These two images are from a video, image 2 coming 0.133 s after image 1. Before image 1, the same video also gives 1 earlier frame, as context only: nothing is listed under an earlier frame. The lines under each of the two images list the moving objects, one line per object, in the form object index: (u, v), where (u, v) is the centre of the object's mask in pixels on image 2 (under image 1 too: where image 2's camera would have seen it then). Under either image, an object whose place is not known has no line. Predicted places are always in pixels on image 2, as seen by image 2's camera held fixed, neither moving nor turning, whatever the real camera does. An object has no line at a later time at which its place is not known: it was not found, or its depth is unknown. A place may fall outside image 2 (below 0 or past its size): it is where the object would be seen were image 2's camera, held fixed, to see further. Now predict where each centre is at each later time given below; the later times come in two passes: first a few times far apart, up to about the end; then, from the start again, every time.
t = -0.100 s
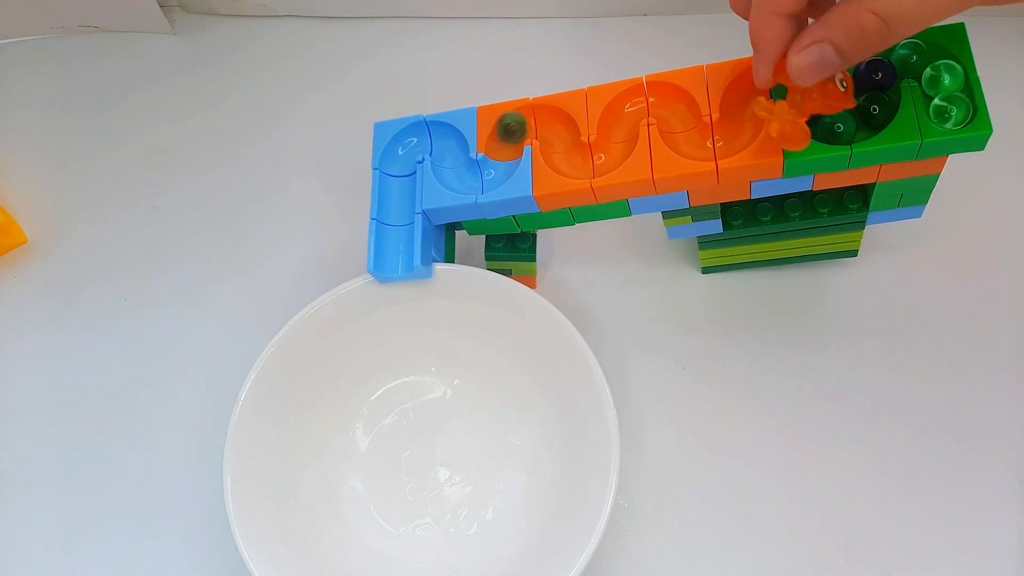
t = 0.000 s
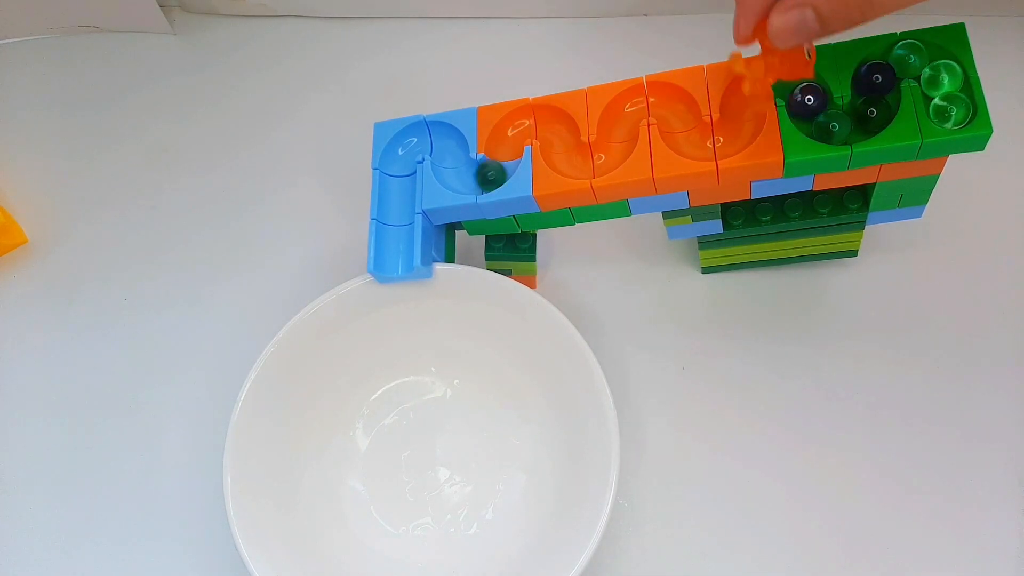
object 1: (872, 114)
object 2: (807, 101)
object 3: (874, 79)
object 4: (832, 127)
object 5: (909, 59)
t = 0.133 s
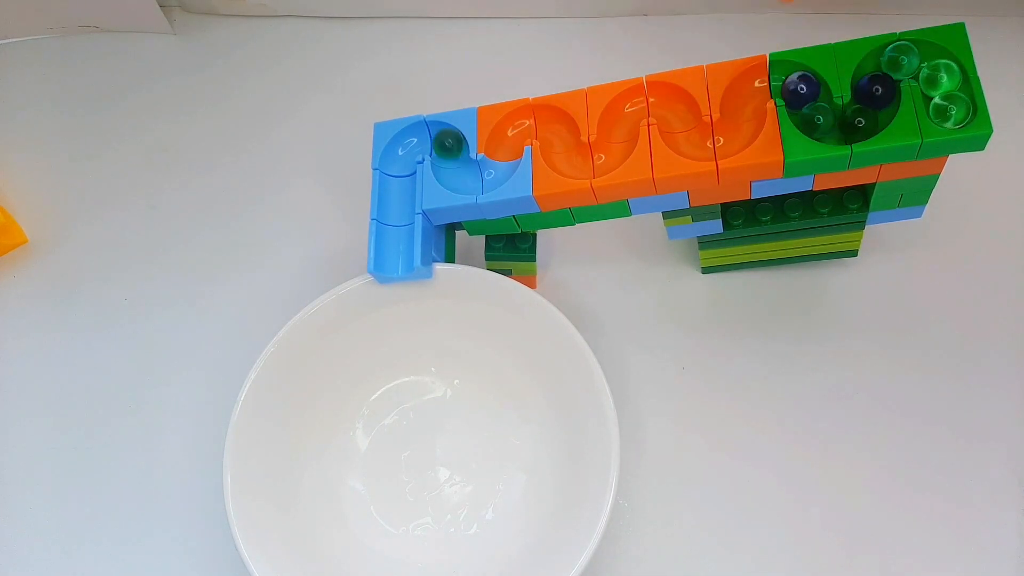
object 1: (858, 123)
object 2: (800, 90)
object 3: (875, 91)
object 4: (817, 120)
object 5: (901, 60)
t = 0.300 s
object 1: (812, 116)
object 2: (744, 100)
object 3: (854, 124)
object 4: (799, 86)
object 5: (874, 91)
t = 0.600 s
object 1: (732, 138)
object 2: (626, 110)
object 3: (753, 86)
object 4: (679, 114)
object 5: (809, 98)
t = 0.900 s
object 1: (611, 154)
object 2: (516, 125)
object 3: (637, 102)
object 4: (560, 152)
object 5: (743, 100)
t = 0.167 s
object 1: (850, 125)
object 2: (795, 85)
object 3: (875, 95)
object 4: (811, 115)
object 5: (893, 62)
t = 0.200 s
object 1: (842, 127)
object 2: (786, 82)
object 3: (875, 102)
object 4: (808, 109)
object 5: (882, 66)
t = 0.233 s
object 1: (832, 127)
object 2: (774, 80)
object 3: (872, 113)
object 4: (805, 103)
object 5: (875, 77)
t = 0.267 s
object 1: (823, 124)
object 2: (756, 85)
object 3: (865, 120)
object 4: (804, 96)
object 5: (872, 85)
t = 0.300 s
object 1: (812, 116)
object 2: (744, 100)
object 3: (854, 124)
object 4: (799, 86)
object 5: (874, 91)
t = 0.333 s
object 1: (807, 108)
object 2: (741, 116)
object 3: (841, 127)
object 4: (784, 79)
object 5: (875, 97)
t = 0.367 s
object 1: (806, 97)
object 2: (739, 132)
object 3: (829, 126)
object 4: (767, 80)
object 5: (871, 106)
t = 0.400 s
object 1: (802, 87)
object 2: (719, 142)
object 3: (817, 120)
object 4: (749, 91)
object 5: (866, 119)
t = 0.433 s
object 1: (791, 80)
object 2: (694, 143)
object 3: (809, 112)
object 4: (741, 110)
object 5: (851, 125)
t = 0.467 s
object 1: (775, 79)
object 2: (680, 129)
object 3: (805, 101)
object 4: (740, 131)
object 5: (831, 126)
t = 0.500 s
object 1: (756, 85)
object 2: (676, 112)
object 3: (804, 89)
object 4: (724, 142)
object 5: (819, 121)
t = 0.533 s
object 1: (742, 103)
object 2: (666, 101)
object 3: (792, 82)
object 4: (697, 144)
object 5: (807, 112)
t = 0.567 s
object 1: (741, 121)
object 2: (646, 101)
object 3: (774, 79)
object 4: (679, 132)
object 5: (807, 103)
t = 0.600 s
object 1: (732, 138)
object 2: (626, 110)
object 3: (753, 86)
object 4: (679, 114)
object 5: (809, 98)
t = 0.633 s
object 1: (708, 144)
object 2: (616, 130)
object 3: (741, 107)
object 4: (670, 105)
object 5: (804, 95)
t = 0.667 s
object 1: (685, 137)
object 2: (615, 149)
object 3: (740, 127)
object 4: (653, 100)
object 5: (803, 90)
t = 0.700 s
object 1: (678, 120)
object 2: (600, 160)
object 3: (728, 140)
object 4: (635, 104)
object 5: (799, 87)
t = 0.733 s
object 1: (674, 105)
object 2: (579, 164)
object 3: (703, 144)
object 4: (618, 121)
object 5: (794, 85)
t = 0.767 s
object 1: (657, 101)
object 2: (562, 154)
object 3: (683, 135)
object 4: (618, 139)
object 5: (790, 82)
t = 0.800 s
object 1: (636, 103)
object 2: (557, 136)
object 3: (677, 118)
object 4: (613, 152)
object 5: (782, 80)
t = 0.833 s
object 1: (620, 119)
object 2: (552, 125)
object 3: (673, 105)
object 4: (596, 162)
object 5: (769, 81)
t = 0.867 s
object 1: (617, 138)
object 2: (536, 123)
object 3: (657, 101)
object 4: (576, 164)
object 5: (754, 85)
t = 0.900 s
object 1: (611, 154)
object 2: (516, 125)
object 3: (637, 102)
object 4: (560, 152)
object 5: (743, 100)
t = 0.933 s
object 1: (592, 163)
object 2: (504, 145)
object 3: (620, 118)
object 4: (558, 135)
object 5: (740, 115)
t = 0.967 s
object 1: (569, 161)
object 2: (502, 161)
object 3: (618, 139)
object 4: (551, 123)
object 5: (739, 132)
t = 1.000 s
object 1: (558, 146)
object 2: (493, 174)
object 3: (611, 153)
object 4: (532, 124)
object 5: (721, 142)
